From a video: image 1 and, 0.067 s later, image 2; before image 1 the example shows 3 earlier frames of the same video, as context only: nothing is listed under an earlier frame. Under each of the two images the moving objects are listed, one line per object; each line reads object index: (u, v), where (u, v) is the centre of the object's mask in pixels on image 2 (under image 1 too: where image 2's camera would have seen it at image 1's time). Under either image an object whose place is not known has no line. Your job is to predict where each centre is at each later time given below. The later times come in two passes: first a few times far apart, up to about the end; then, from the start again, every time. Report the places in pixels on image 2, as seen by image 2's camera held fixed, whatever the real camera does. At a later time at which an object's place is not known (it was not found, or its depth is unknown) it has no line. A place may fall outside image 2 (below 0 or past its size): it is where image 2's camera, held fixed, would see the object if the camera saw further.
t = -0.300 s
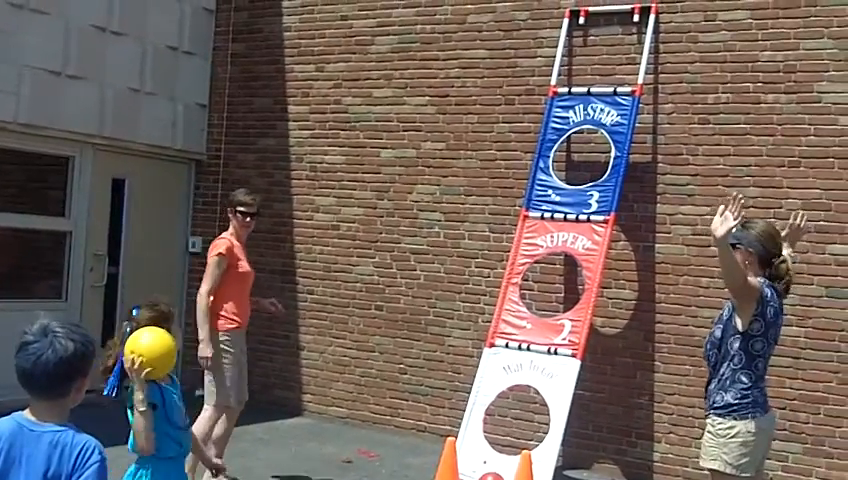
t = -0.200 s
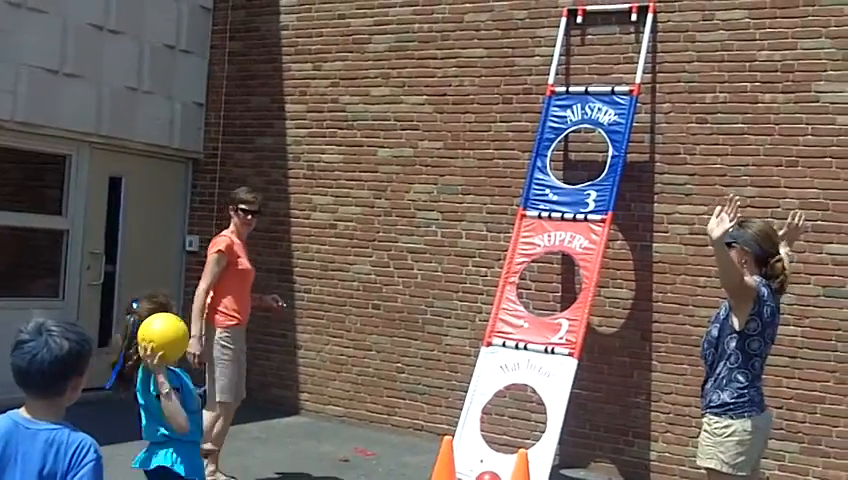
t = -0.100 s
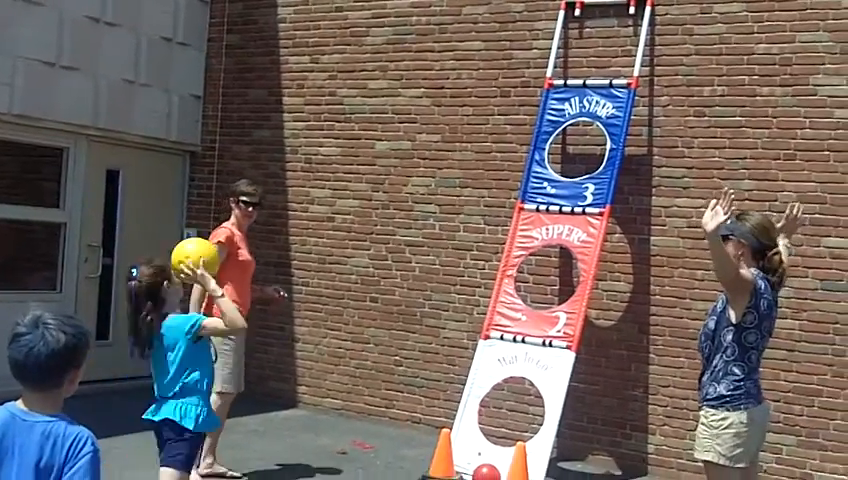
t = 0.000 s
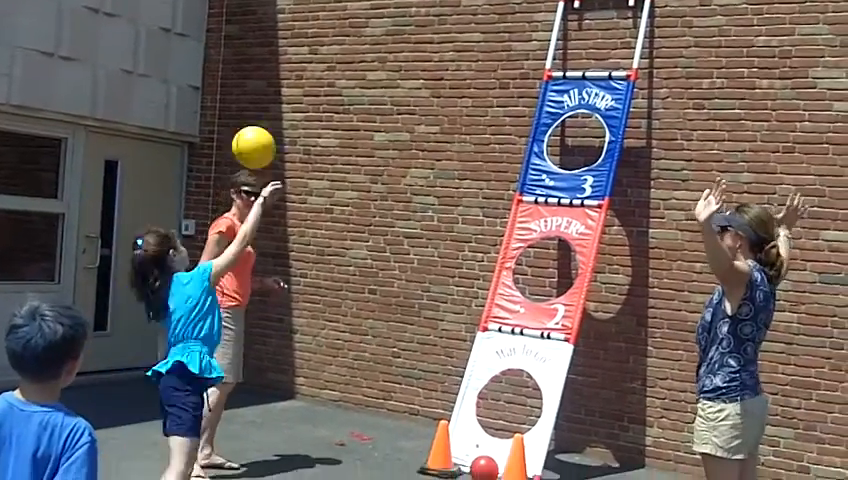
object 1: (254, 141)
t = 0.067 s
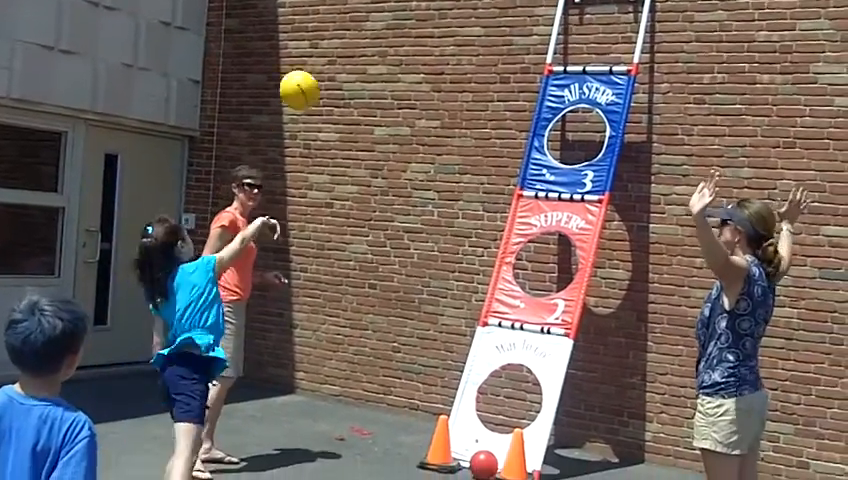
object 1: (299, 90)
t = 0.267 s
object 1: (394, 24)
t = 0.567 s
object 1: (469, 69)
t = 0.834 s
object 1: (456, 154)
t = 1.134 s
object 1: (361, 329)
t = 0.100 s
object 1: (319, 71)
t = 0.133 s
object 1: (336, 55)
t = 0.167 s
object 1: (353, 43)
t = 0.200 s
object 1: (368, 35)
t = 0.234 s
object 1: (381, 28)
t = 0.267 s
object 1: (394, 24)
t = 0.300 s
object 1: (406, 23)
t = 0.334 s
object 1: (416, 23)
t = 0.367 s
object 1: (426, 25)
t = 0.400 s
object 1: (435, 29)
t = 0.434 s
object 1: (443, 34)
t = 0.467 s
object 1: (451, 40)
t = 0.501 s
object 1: (457, 49)
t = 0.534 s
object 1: (463, 58)
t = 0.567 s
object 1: (469, 69)
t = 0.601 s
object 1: (474, 81)
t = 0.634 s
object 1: (479, 92)
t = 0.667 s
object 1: (482, 105)
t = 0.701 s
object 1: (486, 121)
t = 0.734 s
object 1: (483, 130)
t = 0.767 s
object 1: (474, 136)
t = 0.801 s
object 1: (465, 146)
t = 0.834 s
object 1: (456, 154)
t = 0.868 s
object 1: (447, 167)
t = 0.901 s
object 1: (437, 180)
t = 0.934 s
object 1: (428, 196)
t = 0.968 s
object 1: (417, 214)
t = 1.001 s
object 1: (406, 233)
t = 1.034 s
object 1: (396, 254)
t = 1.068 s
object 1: (384, 277)
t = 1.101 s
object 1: (373, 302)
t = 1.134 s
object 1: (361, 329)
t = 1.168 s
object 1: (348, 358)
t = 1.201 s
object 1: (336, 390)
